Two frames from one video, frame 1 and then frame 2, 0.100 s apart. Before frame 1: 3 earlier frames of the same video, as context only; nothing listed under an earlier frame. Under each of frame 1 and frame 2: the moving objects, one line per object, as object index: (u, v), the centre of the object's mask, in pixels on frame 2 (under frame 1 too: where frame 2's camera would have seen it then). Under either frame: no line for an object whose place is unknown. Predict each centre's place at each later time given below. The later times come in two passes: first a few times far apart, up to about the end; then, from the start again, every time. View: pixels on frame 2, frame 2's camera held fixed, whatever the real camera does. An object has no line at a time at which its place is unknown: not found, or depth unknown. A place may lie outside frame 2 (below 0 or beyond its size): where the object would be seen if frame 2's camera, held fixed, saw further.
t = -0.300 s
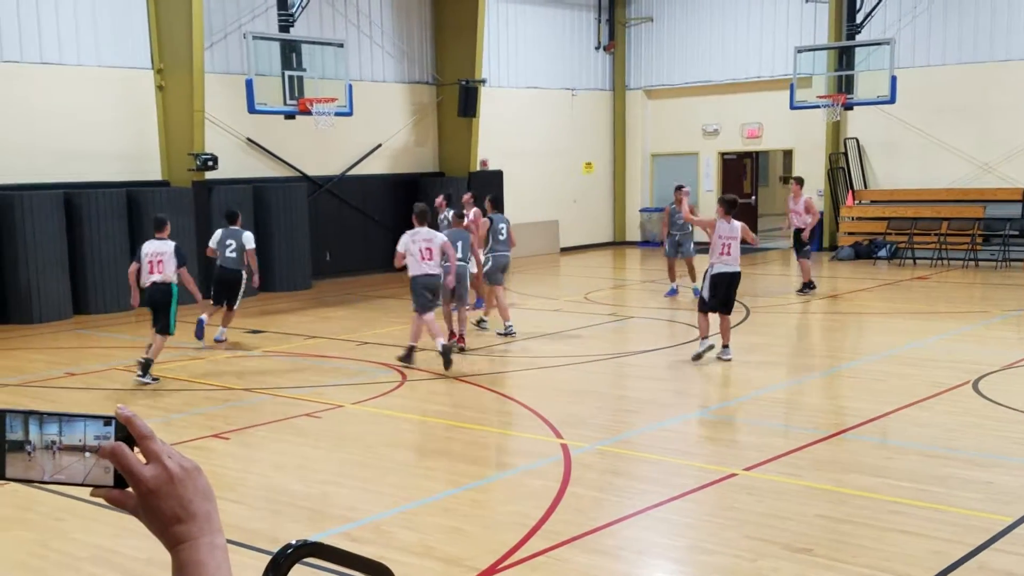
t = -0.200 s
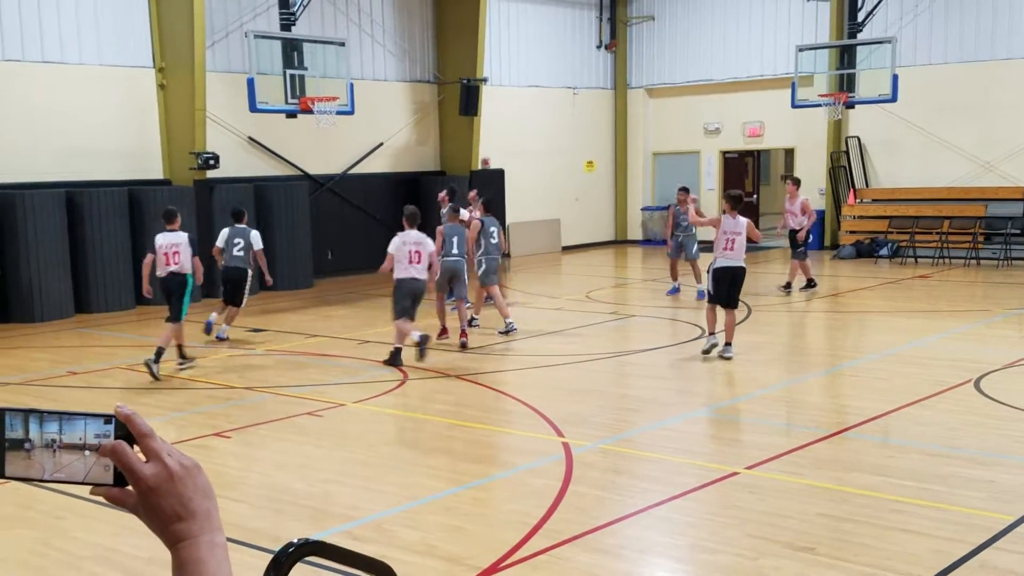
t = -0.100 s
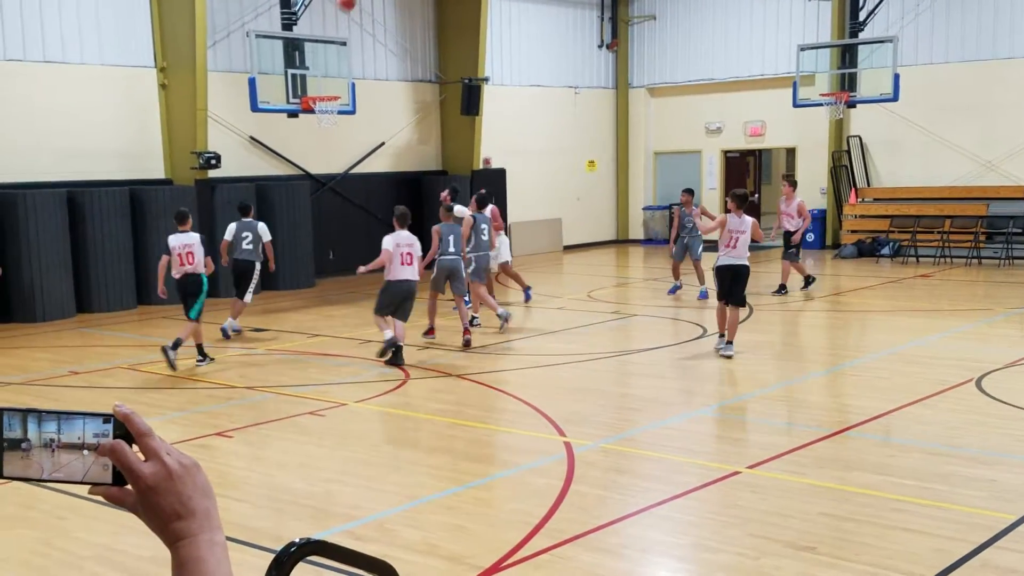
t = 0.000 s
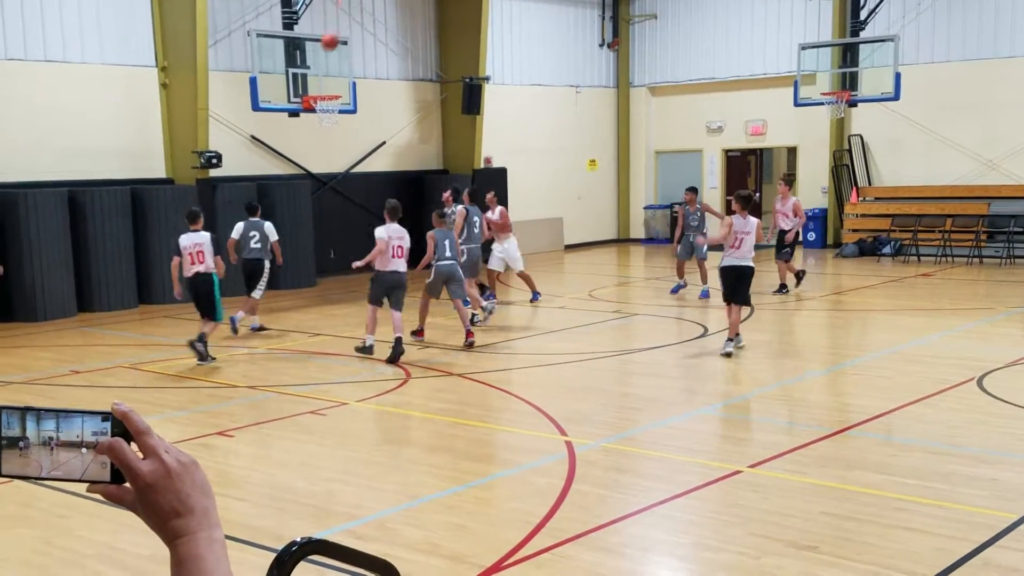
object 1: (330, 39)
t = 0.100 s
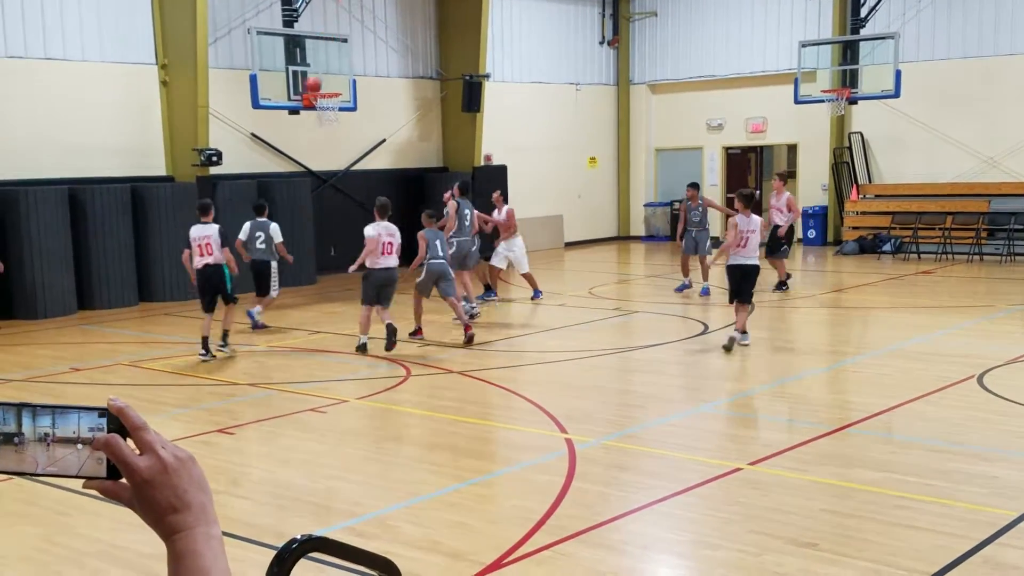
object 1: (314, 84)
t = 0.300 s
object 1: (362, 42)
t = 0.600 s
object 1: (443, 18)
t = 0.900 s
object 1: (520, 57)
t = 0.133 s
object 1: (318, 82)
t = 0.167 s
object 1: (326, 72)
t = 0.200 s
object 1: (335, 63)
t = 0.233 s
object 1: (344, 55)
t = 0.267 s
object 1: (353, 49)
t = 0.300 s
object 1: (362, 42)
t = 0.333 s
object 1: (371, 36)
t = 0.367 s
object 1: (380, 31)
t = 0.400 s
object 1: (389, 27)
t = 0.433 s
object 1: (397, 24)
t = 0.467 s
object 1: (407, 21)
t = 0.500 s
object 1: (415, 19)
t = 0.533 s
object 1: (424, 18)
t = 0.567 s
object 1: (434, 18)
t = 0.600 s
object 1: (443, 18)
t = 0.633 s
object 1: (452, 19)
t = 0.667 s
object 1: (461, 21)
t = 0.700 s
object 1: (469, 24)
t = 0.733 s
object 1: (478, 28)
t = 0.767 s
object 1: (487, 32)
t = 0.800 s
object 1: (495, 38)
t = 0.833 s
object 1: (503, 43)
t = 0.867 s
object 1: (511, 50)
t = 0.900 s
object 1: (520, 57)
